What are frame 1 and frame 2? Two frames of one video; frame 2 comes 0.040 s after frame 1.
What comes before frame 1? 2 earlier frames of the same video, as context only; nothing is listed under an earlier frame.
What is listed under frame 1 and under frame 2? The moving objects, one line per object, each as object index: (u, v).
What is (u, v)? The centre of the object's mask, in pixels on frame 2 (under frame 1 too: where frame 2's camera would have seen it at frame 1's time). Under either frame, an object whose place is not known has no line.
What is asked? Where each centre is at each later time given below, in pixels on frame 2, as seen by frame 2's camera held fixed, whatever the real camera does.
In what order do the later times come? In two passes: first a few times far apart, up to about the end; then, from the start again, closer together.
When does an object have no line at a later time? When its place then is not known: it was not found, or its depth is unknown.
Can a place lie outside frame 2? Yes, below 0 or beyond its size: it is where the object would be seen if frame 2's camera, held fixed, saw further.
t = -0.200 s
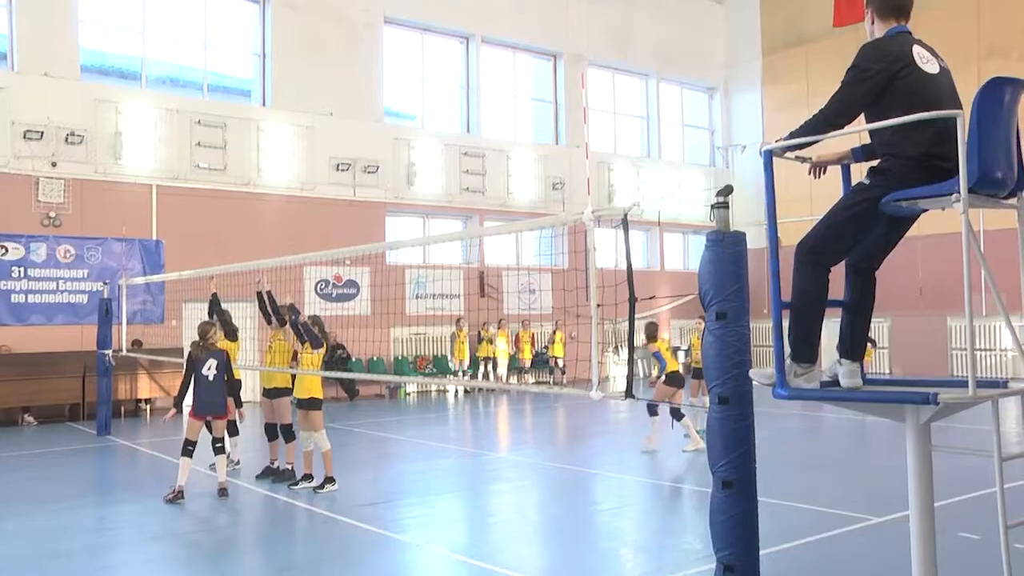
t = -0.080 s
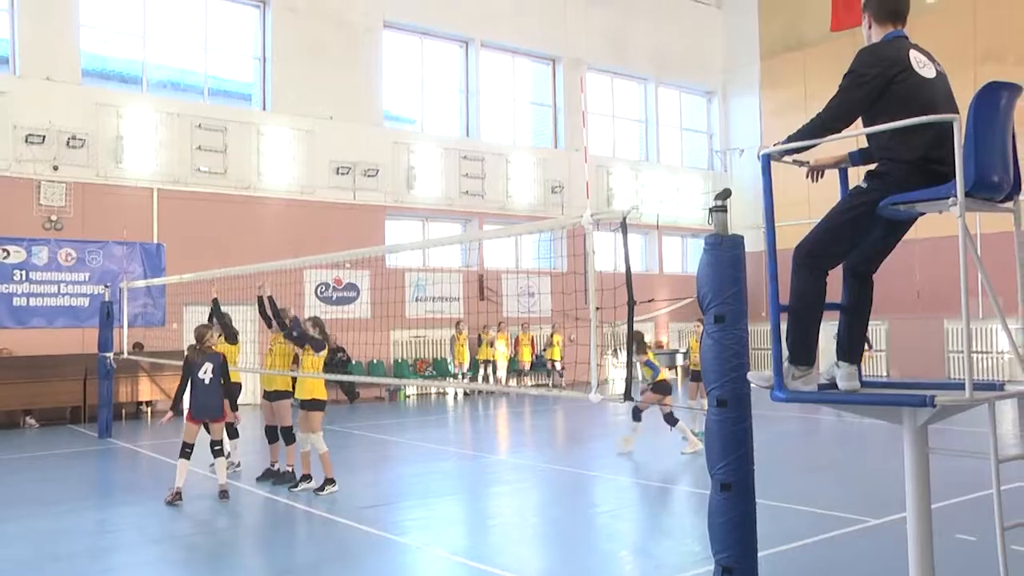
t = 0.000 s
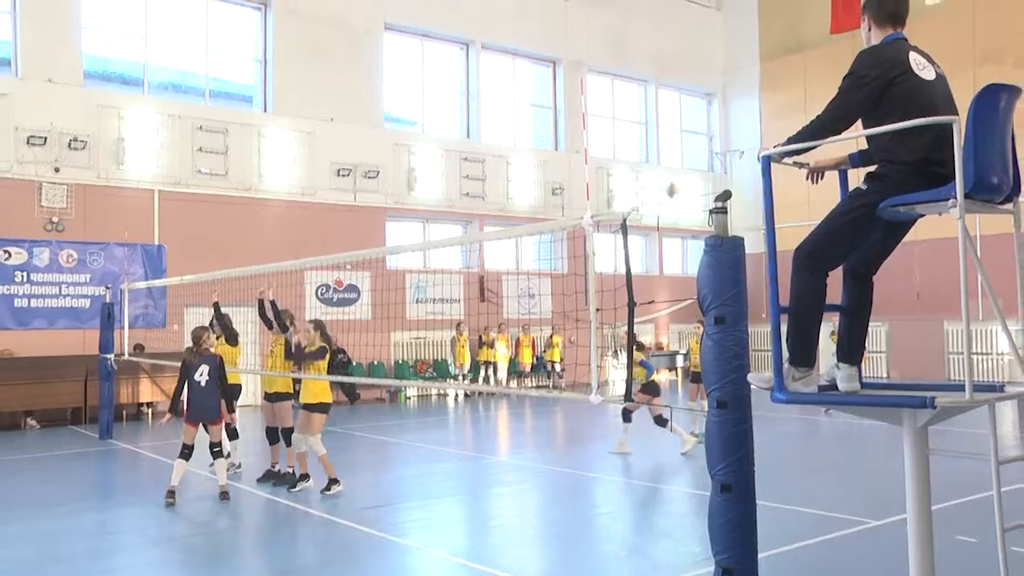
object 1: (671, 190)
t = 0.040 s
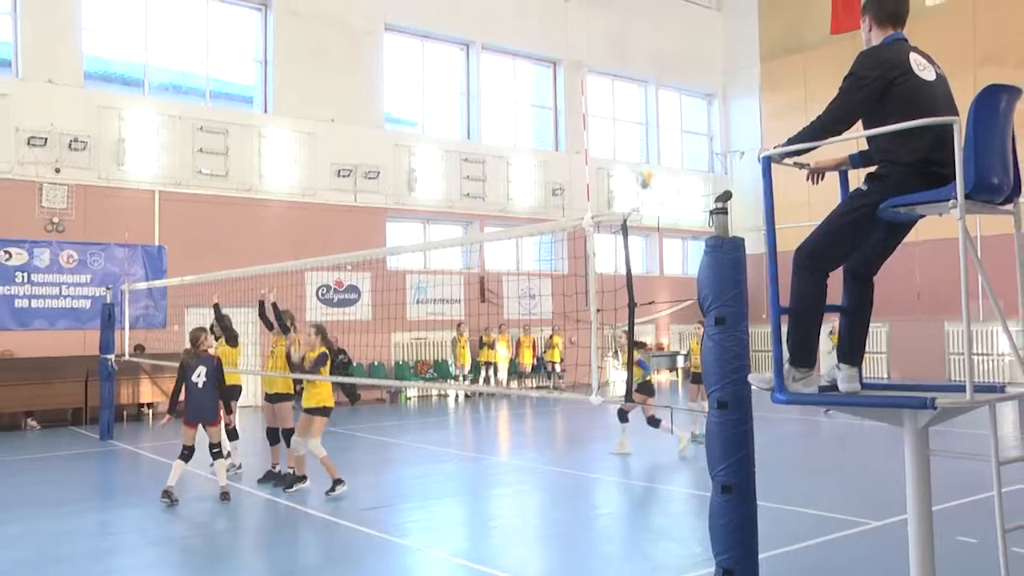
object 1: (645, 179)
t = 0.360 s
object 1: (345, 126)
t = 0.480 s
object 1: (162, 135)
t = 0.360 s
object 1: (345, 126)
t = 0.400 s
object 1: (292, 125)
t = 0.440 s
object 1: (227, 128)
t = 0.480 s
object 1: (162, 135)
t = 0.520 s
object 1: (83, 144)
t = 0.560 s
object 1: (-2, 158)
